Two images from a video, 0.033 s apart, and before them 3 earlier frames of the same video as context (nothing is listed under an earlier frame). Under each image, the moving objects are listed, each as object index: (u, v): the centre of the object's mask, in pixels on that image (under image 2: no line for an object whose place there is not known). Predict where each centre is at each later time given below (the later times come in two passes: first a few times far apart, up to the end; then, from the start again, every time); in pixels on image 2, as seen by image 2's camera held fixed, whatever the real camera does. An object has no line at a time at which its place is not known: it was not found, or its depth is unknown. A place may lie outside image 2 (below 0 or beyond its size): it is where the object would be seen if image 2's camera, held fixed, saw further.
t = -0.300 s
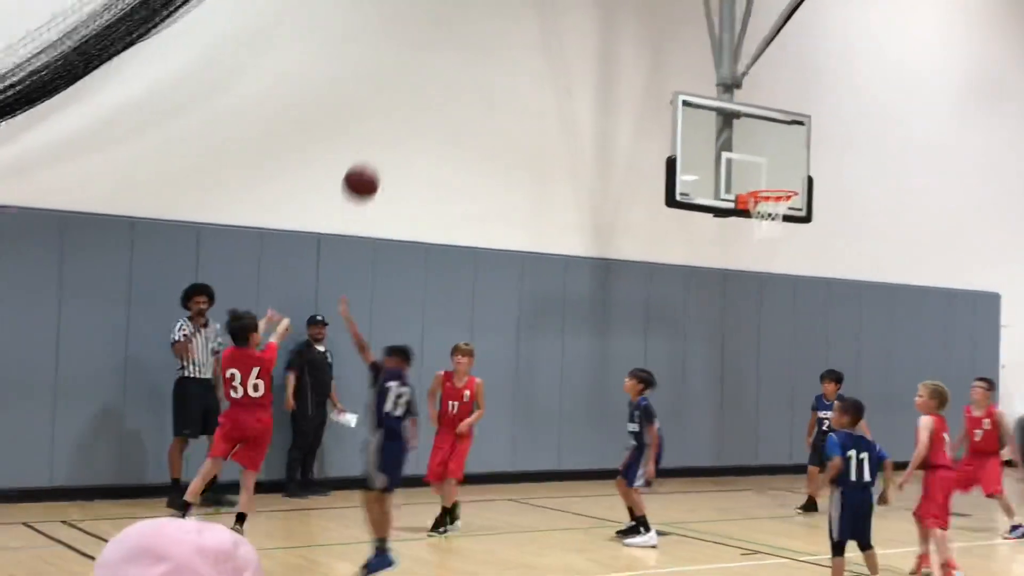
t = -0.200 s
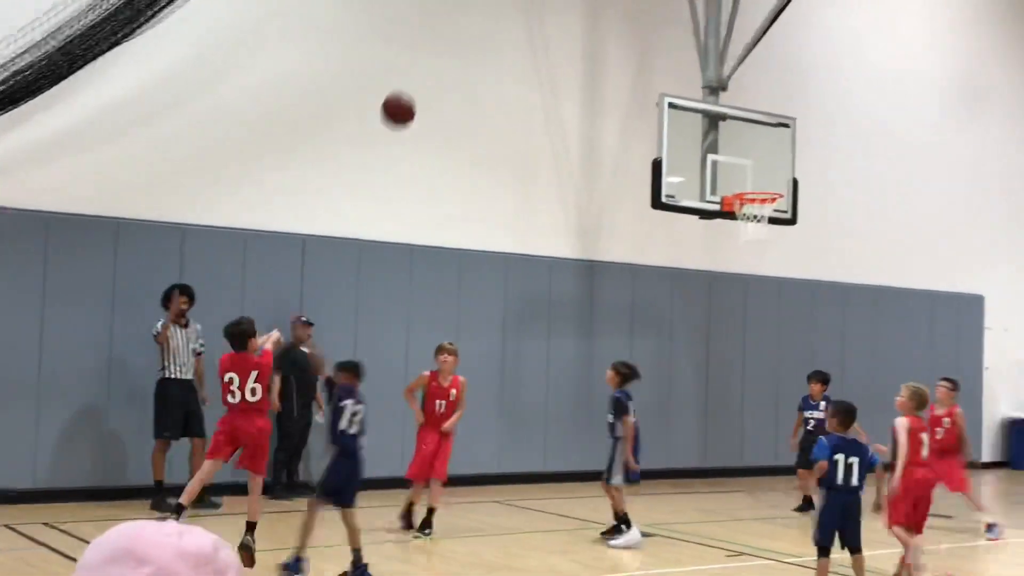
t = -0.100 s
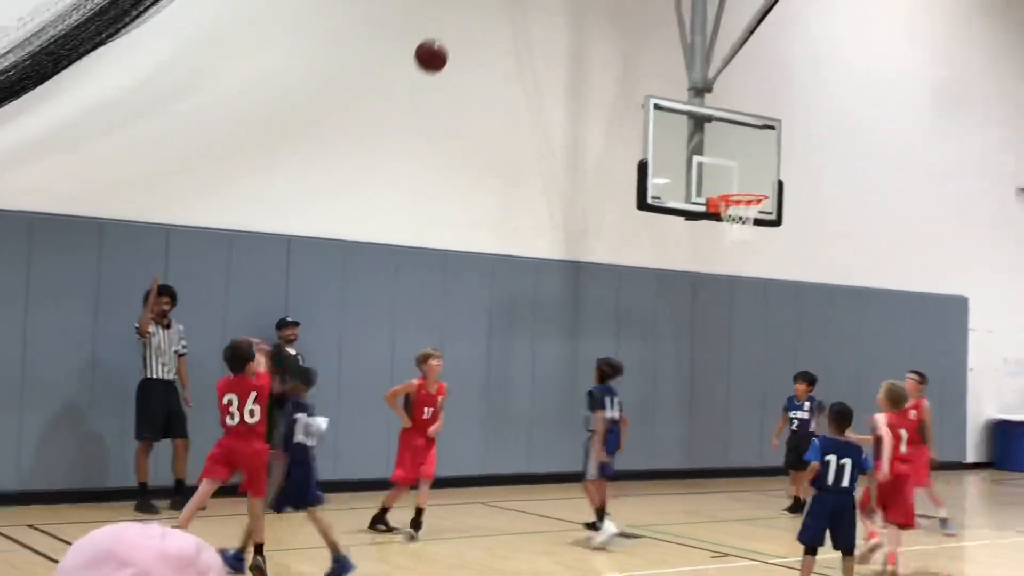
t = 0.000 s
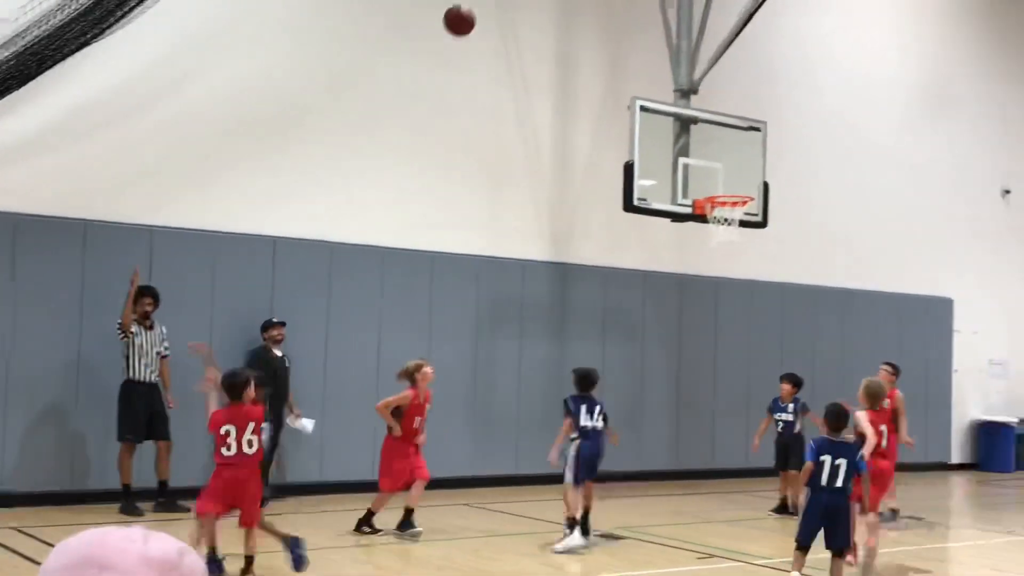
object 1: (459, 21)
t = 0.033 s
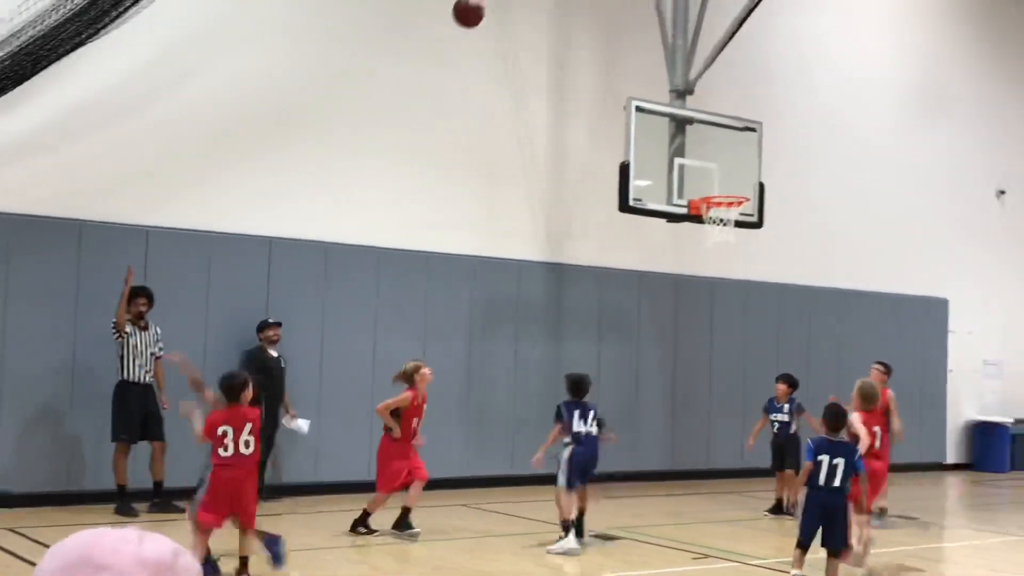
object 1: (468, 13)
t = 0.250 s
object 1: (543, 3)
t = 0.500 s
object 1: (615, 40)
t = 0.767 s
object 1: (678, 152)
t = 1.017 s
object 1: (656, 161)
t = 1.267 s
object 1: (640, 165)
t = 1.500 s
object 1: (621, 235)
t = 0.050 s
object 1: (474, 11)
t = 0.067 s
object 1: (481, 10)
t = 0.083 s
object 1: (486, 8)
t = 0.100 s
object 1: (492, 7)
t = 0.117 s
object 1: (499, 6)
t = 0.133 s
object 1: (504, 5)
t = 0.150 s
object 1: (510, 4)
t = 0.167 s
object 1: (516, 4)
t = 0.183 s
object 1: (522, 3)
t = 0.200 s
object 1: (528, 3)
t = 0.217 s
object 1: (533, 3)
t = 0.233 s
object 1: (538, 3)
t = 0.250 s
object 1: (543, 3)
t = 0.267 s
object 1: (549, 3)
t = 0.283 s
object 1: (554, 4)
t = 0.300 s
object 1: (559, 4)
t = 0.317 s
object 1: (564, 5)
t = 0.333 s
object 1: (569, 6)
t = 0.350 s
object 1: (574, 7)
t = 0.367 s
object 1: (579, 8)
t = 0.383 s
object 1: (583, 12)
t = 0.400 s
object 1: (588, 15)
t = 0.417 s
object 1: (593, 18)
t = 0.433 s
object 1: (598, 23)
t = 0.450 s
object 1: (602, 26)
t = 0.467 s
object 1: (607, 30)
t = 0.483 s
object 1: (611, 35)
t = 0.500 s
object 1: (615, 40)
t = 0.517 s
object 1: (620, 46)
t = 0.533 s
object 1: (624, 51)
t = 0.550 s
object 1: (628, 56)
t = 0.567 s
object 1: (633, 62)
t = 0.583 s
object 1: (636, 69)
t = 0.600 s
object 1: (640, 75)
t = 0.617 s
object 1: (645, 81)
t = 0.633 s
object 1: (649, 88)
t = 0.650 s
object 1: (653, 95)
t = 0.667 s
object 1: (656, 102)
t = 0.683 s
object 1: (660, 111)
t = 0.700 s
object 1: (664, 118)
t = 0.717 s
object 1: (668, 127)
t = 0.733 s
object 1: (671, 134)
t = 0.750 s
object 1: (675, 141)
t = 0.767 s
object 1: (678, 152)
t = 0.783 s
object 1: (682, 159)
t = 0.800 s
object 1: (685, 169)
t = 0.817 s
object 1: (688, 177)
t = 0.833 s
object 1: (691, 187)
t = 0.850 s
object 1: (690, 189)
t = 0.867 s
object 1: (683, 187)
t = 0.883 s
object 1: (676, 184)
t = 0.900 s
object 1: (668, 180)
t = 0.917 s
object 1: (662, 177)
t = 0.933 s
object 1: (661, 174)
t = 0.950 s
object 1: (659, 171)
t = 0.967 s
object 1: (659, 168)
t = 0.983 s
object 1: (658, 166)
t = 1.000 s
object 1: (657, 163)
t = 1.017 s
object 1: (656, 161)
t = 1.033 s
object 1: (655, 160)
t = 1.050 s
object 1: (654, 158)
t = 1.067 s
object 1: (653, 157)
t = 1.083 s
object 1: (652, 156)
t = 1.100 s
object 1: (651, 156)
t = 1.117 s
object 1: (650, 155)
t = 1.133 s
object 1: (649, 155)
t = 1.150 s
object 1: (648, 155)
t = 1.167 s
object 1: (647, 156)
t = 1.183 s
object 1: (646, 156)
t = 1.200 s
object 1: (645, 158)
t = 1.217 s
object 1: (644, 159)
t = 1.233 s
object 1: (642, 161)
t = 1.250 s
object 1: (641, 163)
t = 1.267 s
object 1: (640, 165)
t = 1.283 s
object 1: (639, 168)
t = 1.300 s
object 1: (638, 171)
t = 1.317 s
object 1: (636, 175)
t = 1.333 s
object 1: (635, 178)
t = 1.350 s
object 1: (634, 183)
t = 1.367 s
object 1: (633, 187)
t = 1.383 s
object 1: (631, 192)
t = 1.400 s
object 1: (631, 196)
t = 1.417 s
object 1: (630, 201)
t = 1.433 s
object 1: (627, 207)
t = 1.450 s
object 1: (626, 213)
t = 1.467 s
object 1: (624, 220)
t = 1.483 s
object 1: (622, 228)
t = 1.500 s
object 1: (621, 235)
